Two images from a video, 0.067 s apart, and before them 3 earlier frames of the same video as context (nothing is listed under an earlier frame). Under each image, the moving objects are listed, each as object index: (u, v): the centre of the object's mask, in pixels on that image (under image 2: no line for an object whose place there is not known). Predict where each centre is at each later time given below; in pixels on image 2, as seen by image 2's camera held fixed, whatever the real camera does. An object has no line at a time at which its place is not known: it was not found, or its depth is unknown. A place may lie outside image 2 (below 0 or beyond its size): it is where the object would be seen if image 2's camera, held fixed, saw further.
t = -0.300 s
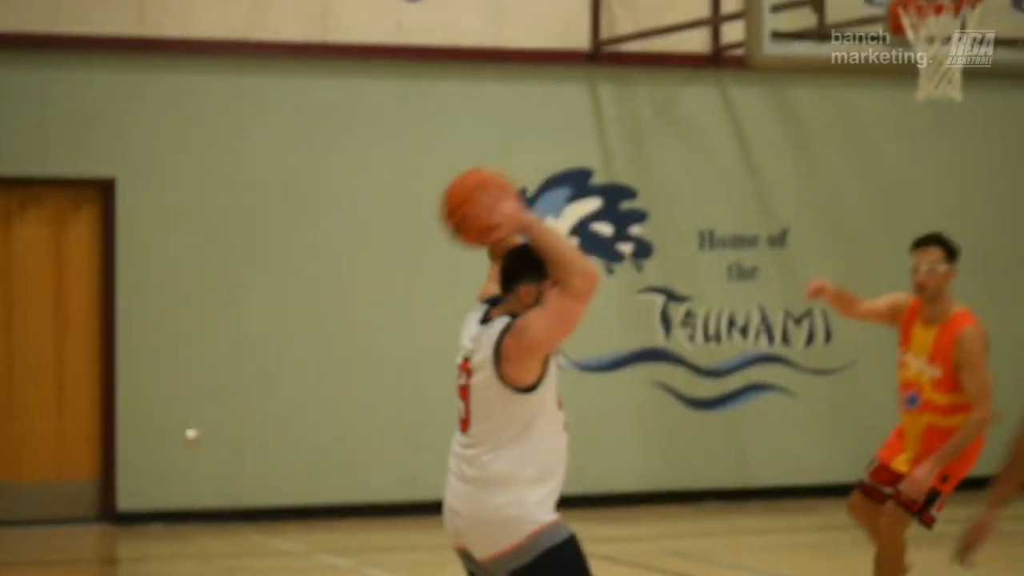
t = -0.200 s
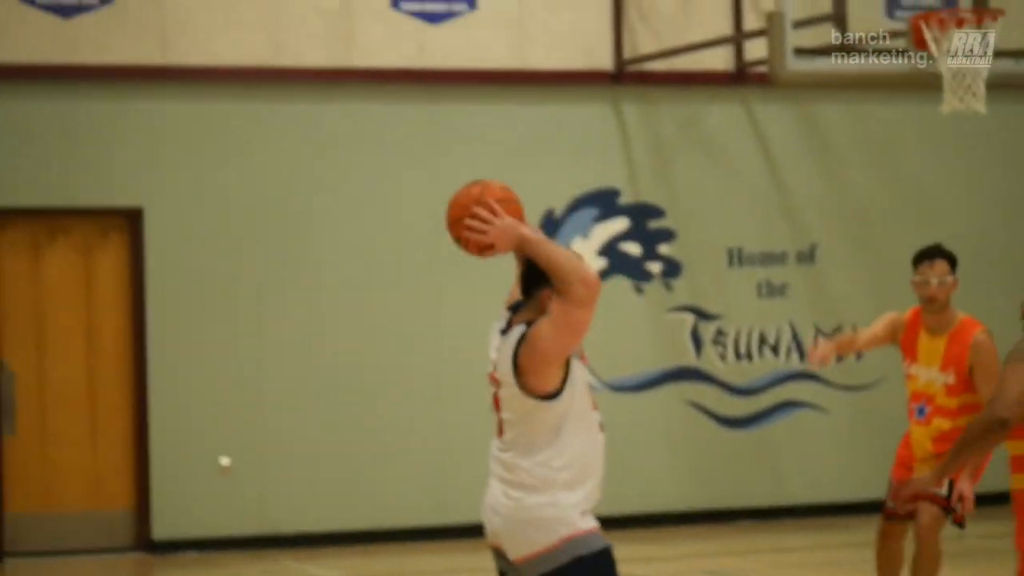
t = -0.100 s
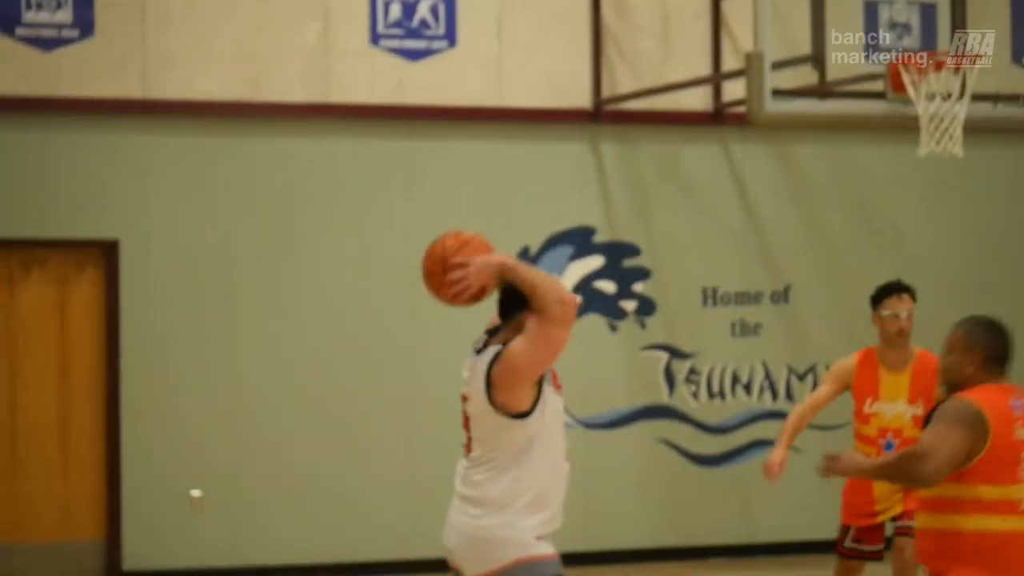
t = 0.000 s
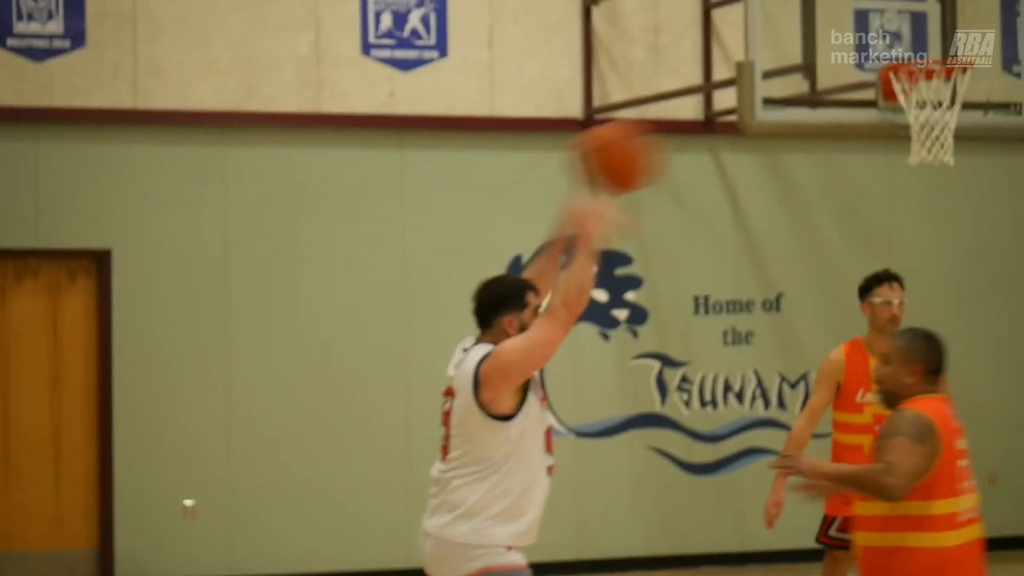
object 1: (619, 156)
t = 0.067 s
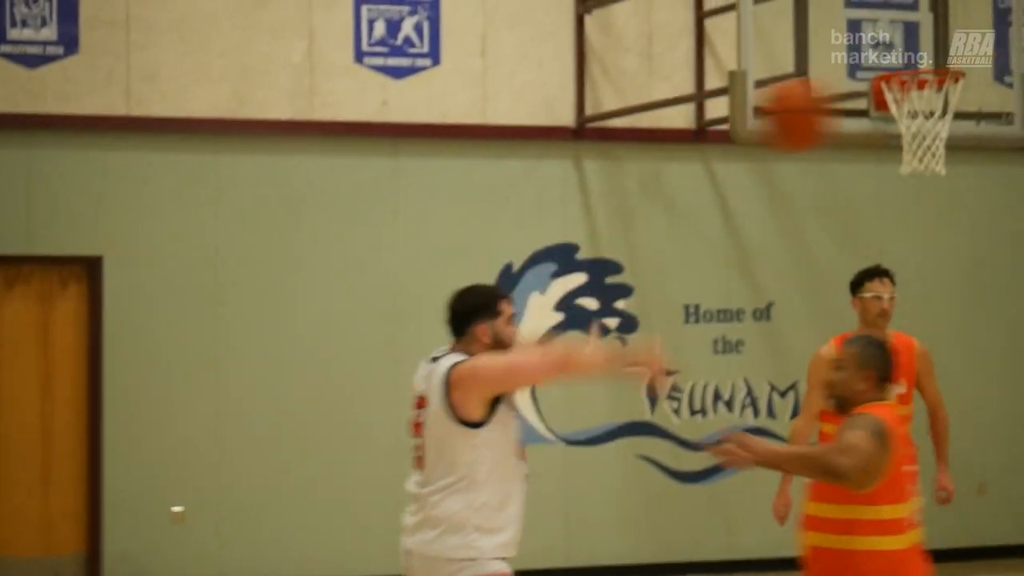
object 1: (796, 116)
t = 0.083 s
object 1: (841, 103)
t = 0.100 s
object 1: (888, 91)
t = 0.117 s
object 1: (933, 86)
